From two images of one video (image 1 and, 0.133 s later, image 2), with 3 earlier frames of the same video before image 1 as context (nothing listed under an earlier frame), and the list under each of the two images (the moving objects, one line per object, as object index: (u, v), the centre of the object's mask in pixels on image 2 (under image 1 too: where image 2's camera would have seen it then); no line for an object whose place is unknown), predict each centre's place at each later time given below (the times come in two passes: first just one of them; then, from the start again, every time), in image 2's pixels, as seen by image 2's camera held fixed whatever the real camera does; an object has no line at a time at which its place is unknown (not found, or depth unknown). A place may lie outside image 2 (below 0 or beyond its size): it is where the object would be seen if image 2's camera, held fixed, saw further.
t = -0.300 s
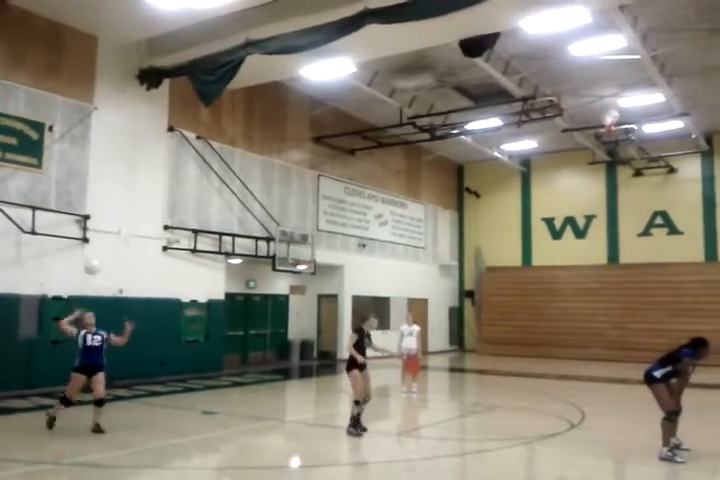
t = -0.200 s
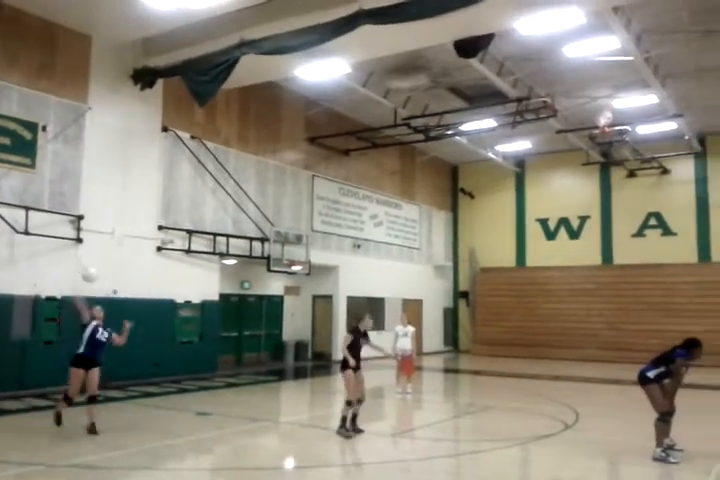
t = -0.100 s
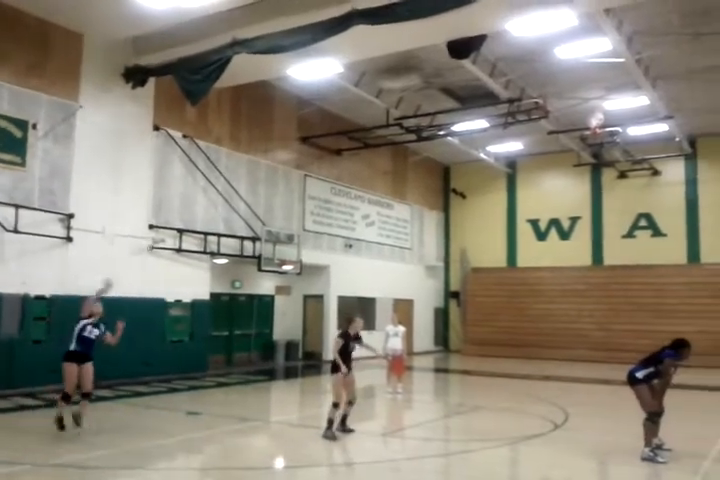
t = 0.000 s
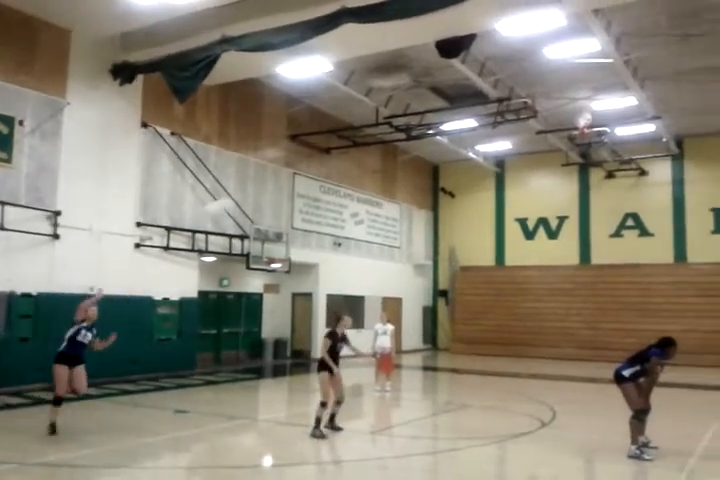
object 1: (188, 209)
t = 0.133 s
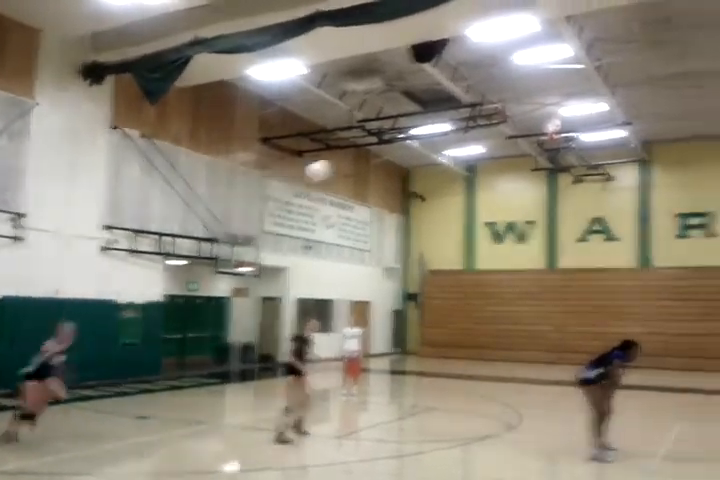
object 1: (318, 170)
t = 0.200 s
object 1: (389, 154)
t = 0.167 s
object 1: (353, 162)
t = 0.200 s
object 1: (389, 154)
